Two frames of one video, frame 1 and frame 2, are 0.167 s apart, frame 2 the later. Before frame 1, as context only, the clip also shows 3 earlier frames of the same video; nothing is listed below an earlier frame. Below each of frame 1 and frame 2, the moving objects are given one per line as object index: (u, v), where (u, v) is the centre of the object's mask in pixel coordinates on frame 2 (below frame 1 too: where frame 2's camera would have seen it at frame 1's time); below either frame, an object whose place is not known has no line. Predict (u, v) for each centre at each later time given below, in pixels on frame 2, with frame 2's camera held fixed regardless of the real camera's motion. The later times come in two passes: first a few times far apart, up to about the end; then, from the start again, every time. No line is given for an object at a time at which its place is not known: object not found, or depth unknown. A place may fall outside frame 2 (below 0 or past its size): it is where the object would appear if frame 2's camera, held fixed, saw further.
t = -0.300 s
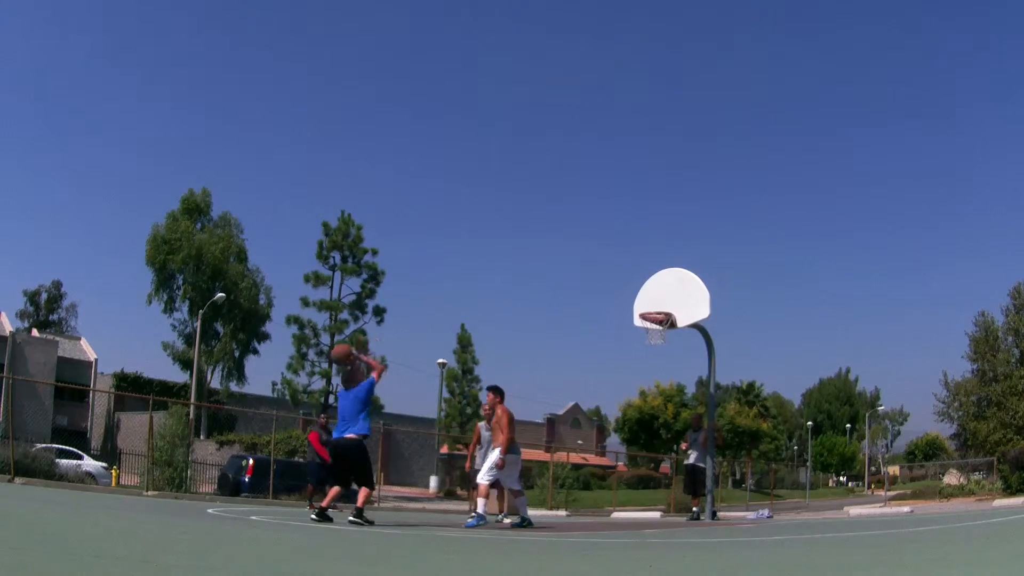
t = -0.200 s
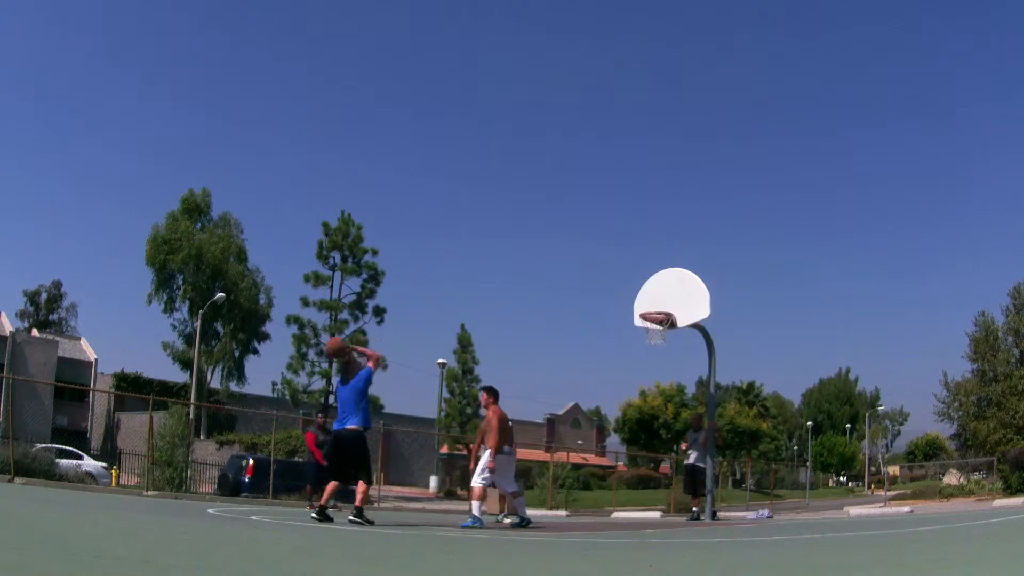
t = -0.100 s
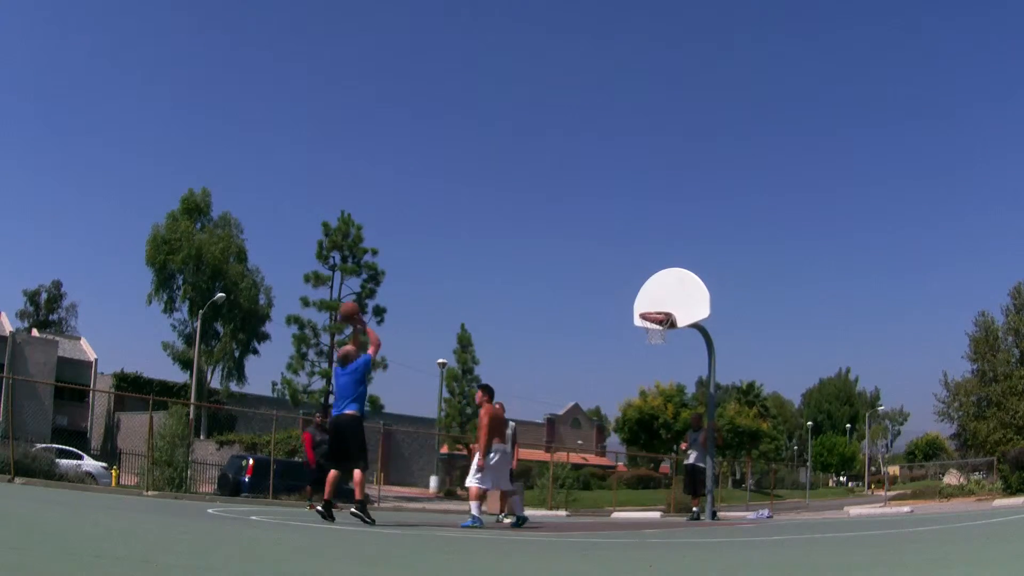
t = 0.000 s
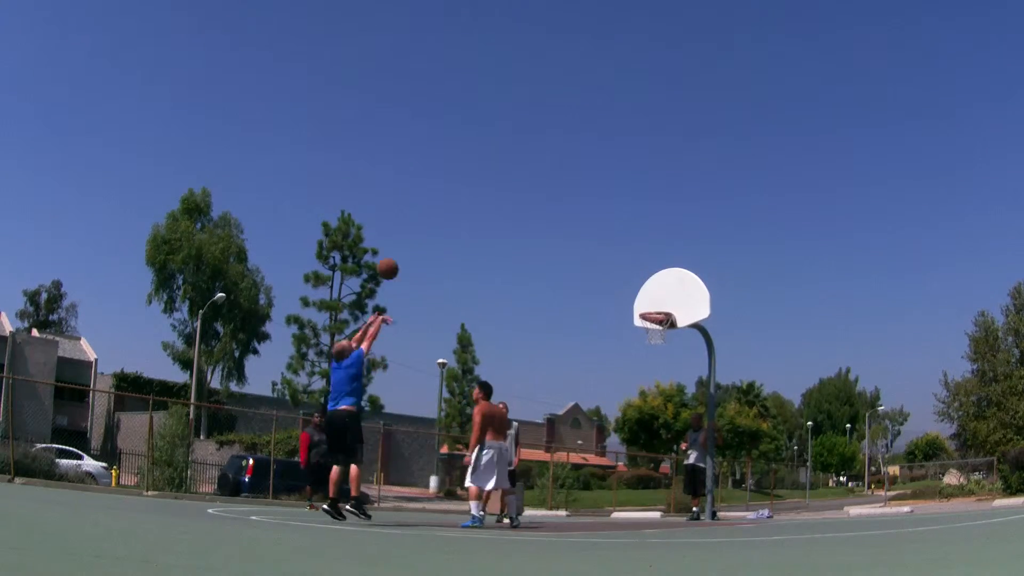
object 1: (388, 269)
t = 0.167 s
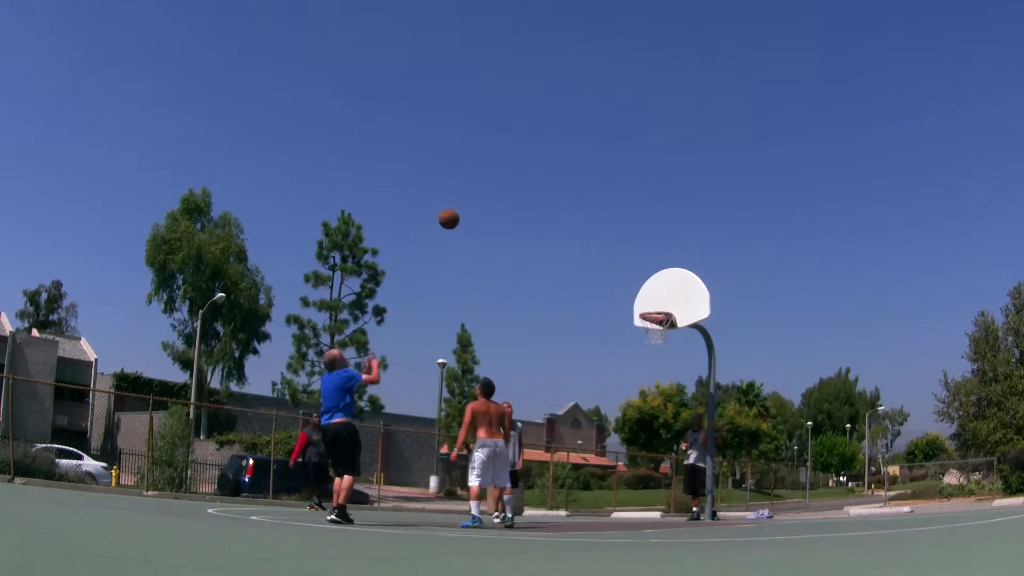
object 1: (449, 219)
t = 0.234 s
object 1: (471, 208)
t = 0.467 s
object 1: (541, 195)
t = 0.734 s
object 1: (609, 228)
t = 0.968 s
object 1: (660, 295)
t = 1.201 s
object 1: (639, 274)
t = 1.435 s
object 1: (607, 265)
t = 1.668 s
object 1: (576, 290)
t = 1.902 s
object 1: (546, 346)
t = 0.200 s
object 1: (460, 213)
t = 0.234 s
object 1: (471, 208)
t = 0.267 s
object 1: (481, 202)
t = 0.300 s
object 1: (492, 199)
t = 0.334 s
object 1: (502, 196)
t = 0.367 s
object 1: (513, 194)
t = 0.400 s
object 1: (522, 194)
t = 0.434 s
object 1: (532, 194)
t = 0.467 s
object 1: (541, 195)
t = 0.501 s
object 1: (550, 196)
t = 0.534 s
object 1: (559, 199)
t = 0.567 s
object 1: (568, 202)
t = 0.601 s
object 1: (577, 206)
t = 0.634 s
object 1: (585, 210)
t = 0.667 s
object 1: (593, 216)
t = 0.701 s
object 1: (601, 222)
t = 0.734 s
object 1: (609, 228)
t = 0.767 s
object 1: (617, 236)
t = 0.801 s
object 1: (624, 244)
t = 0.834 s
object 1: (632, 253)
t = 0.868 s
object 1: (639, 262)
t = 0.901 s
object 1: (647, 273)
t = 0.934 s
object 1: (654, 283)
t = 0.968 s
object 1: (660, 295)
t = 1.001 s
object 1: (667, 306)
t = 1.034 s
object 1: (664, 302)
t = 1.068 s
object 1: (659, 295)
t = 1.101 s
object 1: (654, 289)
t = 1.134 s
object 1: (649, 283)
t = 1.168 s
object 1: (644, 278)
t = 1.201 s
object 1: (639, 274)
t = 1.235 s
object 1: (635, 270)
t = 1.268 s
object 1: (630, 268)
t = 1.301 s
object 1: (625, 266)
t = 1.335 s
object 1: (621, 265)
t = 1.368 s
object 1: (616, 264)
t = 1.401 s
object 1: (612, 265)
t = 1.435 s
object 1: (607, 265)
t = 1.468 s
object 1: (602, 267)
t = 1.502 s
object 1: (598, 269)
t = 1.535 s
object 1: (593, 272)
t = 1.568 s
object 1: (589, 276)
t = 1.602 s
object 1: (585, 280)
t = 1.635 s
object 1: (581, 284)
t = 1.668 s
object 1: (576, 290)
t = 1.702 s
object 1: (572, 296)
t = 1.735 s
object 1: (567, 303)
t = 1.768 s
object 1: (563, 311)
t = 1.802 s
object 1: (559, 318)
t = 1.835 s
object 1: (555, 327)
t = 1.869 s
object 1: (550, 336)
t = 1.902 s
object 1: (546, 346)
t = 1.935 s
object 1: (542, 357)
